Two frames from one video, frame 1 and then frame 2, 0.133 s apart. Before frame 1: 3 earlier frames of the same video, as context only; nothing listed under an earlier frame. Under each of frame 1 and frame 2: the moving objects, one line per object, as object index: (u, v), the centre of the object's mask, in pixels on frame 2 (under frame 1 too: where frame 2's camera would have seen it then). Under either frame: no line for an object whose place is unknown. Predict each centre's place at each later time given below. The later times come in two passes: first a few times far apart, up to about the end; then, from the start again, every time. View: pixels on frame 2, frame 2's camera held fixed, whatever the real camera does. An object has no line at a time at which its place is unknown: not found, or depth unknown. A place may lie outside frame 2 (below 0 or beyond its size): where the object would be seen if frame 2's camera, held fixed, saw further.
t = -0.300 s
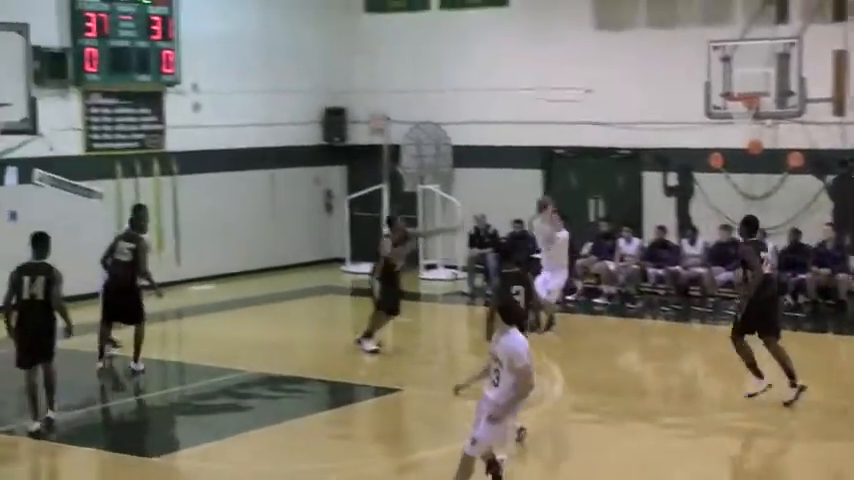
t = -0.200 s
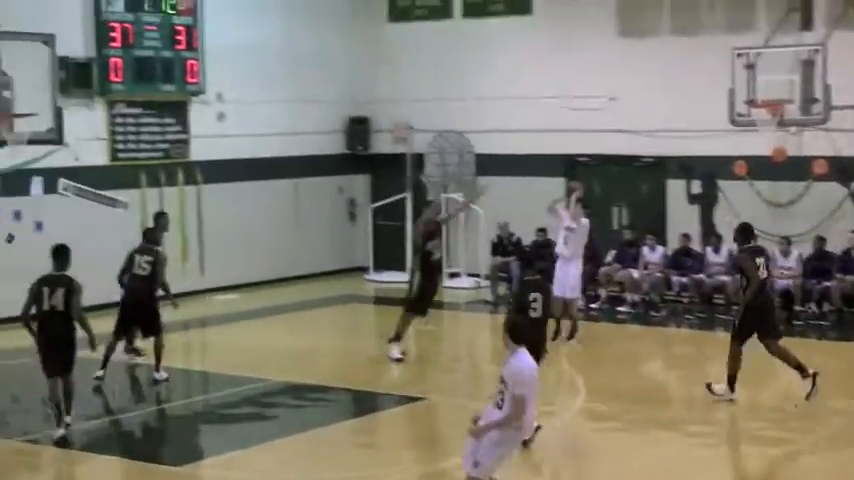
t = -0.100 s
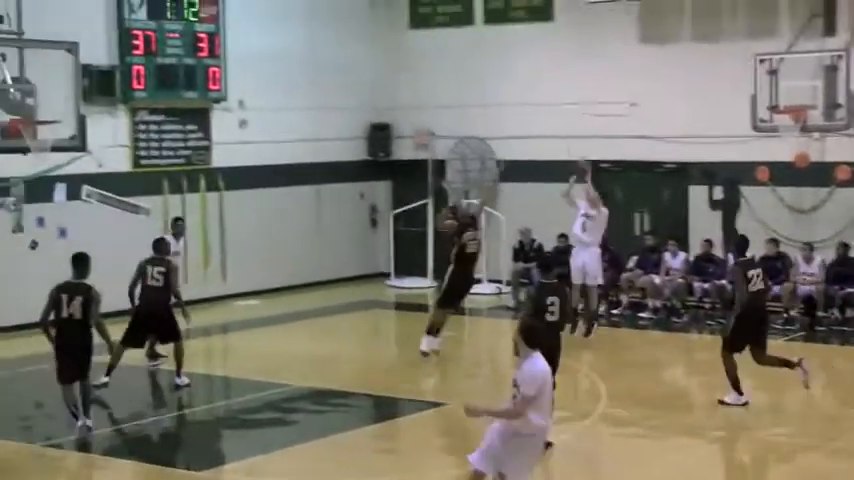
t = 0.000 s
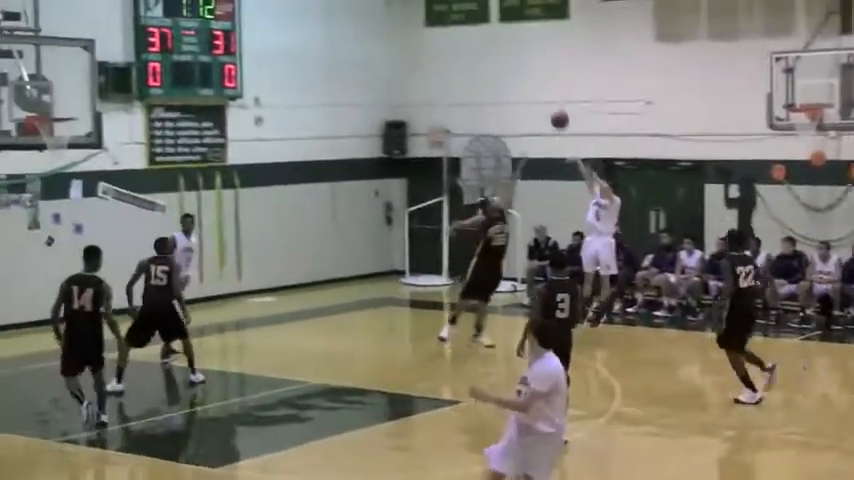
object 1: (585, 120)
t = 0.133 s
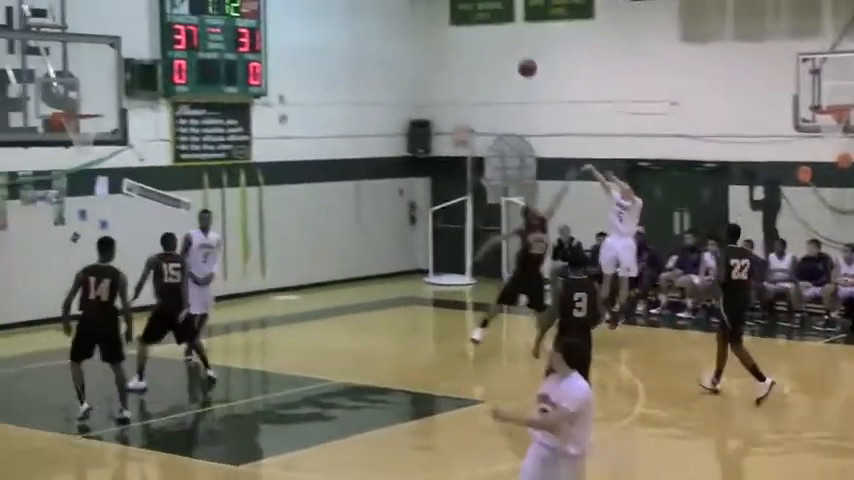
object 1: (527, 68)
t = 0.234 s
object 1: (483, 37)
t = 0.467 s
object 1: (379, -6)
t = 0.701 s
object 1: (273, -4)
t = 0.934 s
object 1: (160, 43)
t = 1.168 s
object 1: (70, 132)
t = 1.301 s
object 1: (77, 172)
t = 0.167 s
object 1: (513, 56)
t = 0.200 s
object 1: (498, 46)
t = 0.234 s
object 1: (483, 37)
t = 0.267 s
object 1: (468, 28)
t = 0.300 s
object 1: (453, 22)
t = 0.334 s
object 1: (438, 14)
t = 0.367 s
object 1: (424, 7)
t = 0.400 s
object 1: (409, 2)
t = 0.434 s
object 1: (394, -3)
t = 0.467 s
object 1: (379, -6)
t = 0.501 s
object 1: (364, -8)
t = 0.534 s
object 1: (349, -10)
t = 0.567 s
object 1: (333, -11)
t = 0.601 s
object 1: (318, -10)
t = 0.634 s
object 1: (303, -9)
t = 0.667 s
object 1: (287, -7)
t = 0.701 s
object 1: (273, -4)
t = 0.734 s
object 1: (257, 0)
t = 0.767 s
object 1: (241, 5)
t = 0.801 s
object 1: (226, 10)
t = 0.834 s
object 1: (208, 18)
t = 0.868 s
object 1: (194, 24)
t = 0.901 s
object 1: (179, 31)
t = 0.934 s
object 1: (160, 43)
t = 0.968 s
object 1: (144, 55)
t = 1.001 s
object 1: (128, 67)
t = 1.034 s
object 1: (111, 80)
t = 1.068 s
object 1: (96, 94)
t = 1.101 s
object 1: (78, 108)
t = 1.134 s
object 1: (75, 124)
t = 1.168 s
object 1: (70, 132)
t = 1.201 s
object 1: (73, 144)
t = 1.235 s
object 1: (74, 152)
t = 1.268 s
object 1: (76, 162)
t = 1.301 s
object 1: (77, 172)
